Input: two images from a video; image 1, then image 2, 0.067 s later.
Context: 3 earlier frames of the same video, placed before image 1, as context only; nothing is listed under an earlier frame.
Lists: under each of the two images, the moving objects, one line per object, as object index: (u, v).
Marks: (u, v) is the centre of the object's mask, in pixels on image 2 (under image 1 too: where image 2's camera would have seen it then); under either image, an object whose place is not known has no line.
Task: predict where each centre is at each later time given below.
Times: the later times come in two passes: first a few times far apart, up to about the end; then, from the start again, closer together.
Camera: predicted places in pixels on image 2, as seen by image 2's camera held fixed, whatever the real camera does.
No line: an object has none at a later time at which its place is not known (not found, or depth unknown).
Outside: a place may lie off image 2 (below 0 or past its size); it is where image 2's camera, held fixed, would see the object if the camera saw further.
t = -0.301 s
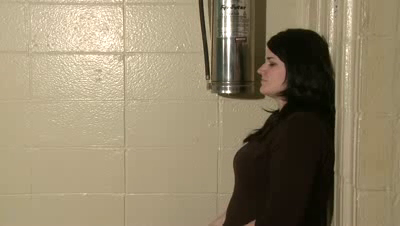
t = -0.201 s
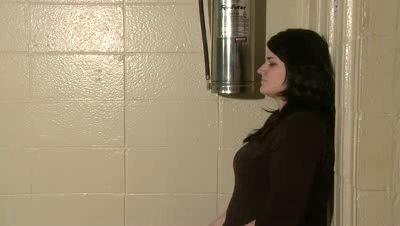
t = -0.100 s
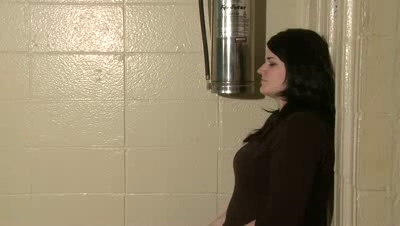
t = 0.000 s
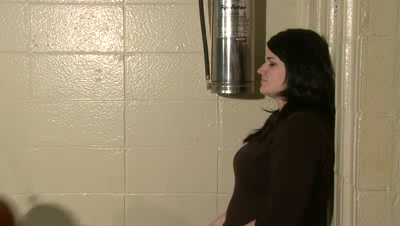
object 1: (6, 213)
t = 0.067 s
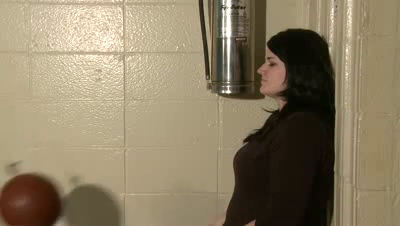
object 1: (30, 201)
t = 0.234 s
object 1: (119, 159)
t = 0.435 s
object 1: (183, 124)
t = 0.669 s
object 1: (194, 117)
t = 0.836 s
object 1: (160, 137)
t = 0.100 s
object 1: (50, 194)
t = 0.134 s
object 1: (70, 184)
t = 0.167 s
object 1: (87, 175)
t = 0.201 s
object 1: (104, 167)
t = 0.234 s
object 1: (119, 159)
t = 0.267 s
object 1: (133, 151)
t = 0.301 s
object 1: (146, 145)
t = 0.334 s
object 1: (157, 138)
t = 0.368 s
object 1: (167, 133)
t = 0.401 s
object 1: (175, 128)
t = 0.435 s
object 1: (183, 124)
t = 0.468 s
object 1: (188, 120)
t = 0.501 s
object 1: (193, 117)
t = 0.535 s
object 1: (196, 116)
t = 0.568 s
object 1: (197, 115)
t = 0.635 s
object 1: (196, 115)
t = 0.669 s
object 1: (194, 117)
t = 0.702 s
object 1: (190, 119)
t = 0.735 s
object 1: (185, 122)
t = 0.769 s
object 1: (178, 126)
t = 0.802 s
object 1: (169, 131)
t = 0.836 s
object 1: (160, 137)
